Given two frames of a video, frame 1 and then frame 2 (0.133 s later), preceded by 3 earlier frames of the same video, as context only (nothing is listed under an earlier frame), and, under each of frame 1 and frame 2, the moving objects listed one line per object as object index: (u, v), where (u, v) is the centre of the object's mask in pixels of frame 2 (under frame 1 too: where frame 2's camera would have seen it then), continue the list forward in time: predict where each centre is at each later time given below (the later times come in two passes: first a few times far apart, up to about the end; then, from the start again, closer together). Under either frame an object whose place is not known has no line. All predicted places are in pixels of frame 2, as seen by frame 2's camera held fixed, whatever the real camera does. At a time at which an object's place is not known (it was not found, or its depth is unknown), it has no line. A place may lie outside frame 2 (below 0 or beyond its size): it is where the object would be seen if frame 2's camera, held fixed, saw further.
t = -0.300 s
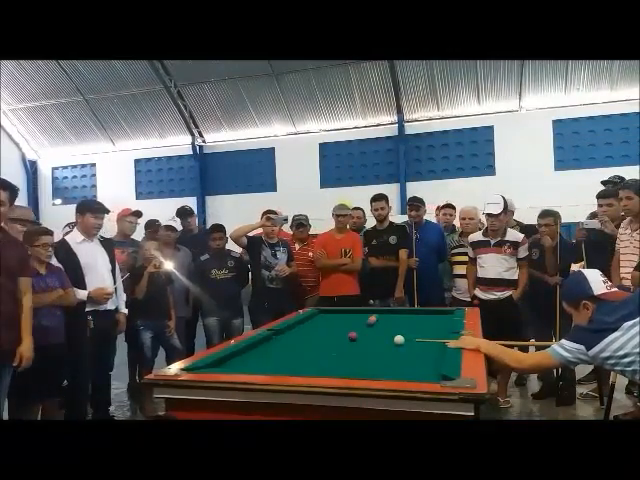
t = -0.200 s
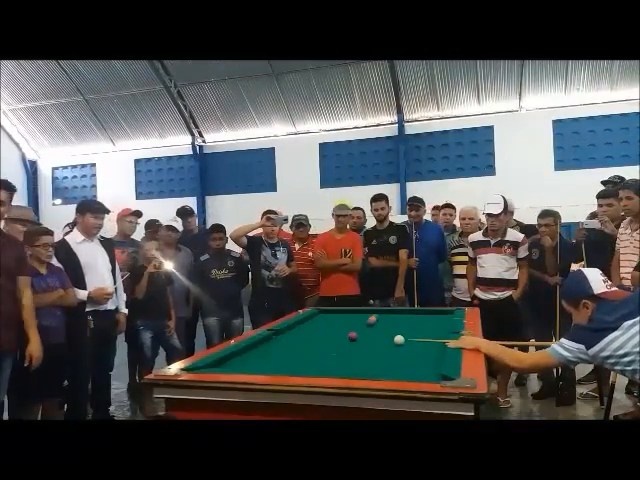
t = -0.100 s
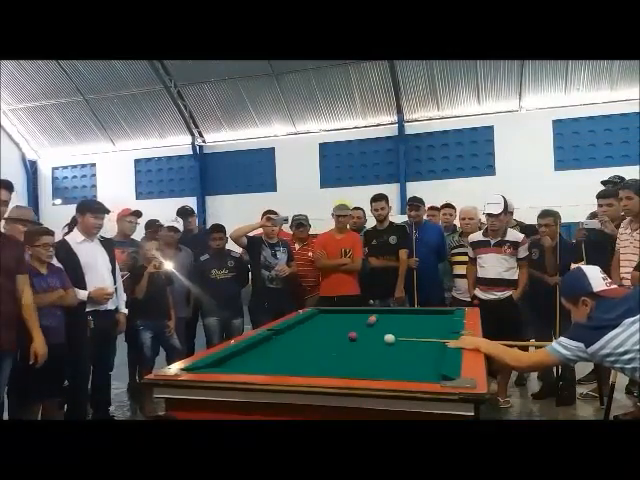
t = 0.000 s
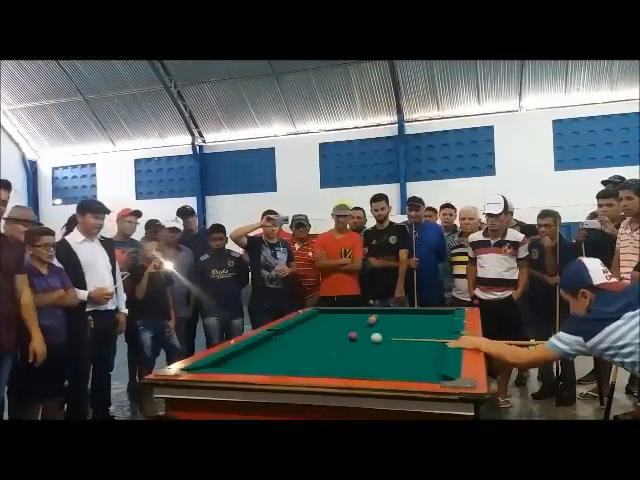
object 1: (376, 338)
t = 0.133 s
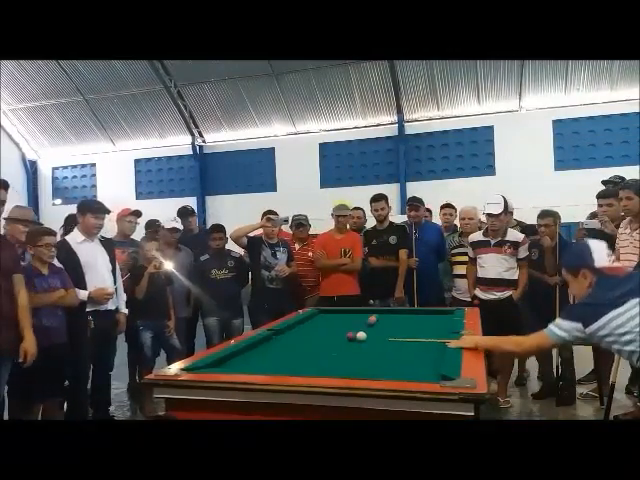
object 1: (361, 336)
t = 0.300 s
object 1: (356, 335)
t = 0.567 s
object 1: (350, 333)
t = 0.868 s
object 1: (343, 332)
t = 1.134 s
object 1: (339, 331)
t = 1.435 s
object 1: (334, 330)
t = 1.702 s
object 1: (331, 329)
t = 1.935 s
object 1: (330, 329)
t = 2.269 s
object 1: (327, 328)
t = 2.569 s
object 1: (327, 328)
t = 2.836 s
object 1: (326, 328)
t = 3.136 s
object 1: (326, 328)
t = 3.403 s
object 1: (326, 328)
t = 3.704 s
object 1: (326, 328)
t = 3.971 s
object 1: (326, 328)
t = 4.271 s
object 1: (326, 328)
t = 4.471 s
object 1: (326, 328)
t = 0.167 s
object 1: (361, 336)
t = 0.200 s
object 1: (360, 336)
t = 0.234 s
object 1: (359, 335)
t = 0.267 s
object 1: (358, 335)
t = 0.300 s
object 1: (356, 335)
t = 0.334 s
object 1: (356, 335)
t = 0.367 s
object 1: (354, 335)
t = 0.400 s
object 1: (354, 334)
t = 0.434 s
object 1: (353, 334)
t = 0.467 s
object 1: (352, 334)
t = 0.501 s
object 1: (351, 334)
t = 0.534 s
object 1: (351, 334)
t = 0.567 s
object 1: (350, 333)
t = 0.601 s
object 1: (349, 333)
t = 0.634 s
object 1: (348, 333)
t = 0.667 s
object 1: (348, 333)
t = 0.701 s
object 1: (346, 333)
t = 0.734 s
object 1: (346, 333)
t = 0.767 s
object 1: (345, 332)
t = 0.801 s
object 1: (345, 332)
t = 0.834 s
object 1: (344, 332)
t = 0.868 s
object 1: (343, 332)
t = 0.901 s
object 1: (343, 332)
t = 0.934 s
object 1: (342, 332)
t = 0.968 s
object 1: (342, 332)
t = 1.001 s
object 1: (341, 331)
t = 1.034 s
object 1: (340, 331)
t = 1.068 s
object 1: (340, 331)
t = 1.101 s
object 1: (339, 331)
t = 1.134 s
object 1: (339, 331)
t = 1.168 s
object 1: (338, 331)
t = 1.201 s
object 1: (338, 331)
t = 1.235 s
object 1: (337, 330)
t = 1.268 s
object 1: (337, 330)
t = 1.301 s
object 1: (336, 330)
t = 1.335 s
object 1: (336, 330)
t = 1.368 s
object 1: (335, 330)
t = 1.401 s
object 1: (335, 330)
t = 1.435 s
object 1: (334, 330)
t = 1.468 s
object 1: (334, 330)
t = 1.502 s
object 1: (334, 330)
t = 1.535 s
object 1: (333, 329)
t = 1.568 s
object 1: (333, 329)
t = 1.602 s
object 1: (333, 329)
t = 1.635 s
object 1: (332, 329)
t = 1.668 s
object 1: (332, 329)
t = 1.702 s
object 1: (331, 329)
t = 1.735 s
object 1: (331, 329)
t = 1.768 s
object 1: (331, 329)
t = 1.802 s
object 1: (330, 329)
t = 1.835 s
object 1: (330, 329)
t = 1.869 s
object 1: (330, 329)
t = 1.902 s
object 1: (330, 329)
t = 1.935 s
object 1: (330, 329)
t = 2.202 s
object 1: (328, 328)
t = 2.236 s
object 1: (327, 328)
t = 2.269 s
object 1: (327, 328)
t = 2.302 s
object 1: (327, 328)
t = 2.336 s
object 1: (327, 328)
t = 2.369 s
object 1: (327, 328)
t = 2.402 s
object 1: (327, 328)
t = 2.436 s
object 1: (327, 328)
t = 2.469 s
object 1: (327, 328)
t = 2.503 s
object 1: (327, 328)
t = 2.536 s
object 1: (327, 328)
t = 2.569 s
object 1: (327, 328)
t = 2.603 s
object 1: (327, 328)
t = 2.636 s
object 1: (327, 328)
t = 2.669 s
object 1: (327, 328)
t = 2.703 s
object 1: (327, 328)
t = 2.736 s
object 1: (327, 328)
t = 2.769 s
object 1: (327, 328)
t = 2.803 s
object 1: (326, 328)
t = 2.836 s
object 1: (326, 328)
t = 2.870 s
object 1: (326, 328)
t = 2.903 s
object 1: (326, 328)
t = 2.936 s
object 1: (326, 328)
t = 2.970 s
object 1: (327, 328)
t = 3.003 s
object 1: (326, 328)
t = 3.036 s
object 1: (327, 328)
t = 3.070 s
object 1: (327, 328)
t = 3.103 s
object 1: (326, 328)
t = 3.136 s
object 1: (326, 328)
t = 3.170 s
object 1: (326, 328)
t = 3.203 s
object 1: (326, 328)
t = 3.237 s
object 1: (326, 328)
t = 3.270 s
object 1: (326, 328)
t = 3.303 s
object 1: (326, 328)
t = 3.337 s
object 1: (326, 328)
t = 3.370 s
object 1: (326, 328)
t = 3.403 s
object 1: (326, 328)
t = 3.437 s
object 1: (326, 328)
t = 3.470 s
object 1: (326, 328)
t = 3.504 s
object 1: (326, 328)
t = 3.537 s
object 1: (326, 328)
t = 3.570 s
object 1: (326, 328)
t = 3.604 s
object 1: (326, 328)
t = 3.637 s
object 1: (326, 328)
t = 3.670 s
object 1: (326, 328)
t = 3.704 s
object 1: (326, 328)
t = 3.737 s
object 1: (326, 328)
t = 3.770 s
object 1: (326, 328)
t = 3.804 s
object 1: (326, 328)
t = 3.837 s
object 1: (326, 328)
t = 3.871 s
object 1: (326, 328)
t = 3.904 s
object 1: (326, 328)
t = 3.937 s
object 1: (326, 328)
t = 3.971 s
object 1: (326, 328)
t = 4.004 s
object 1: (326, 328)
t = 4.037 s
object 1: (326, 328)
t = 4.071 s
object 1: (326, 328)
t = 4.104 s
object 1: (326, 328)
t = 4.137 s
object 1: (326, 328)
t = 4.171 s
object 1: (326, 328)
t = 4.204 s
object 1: (326, 328)
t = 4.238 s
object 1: (326, 328)
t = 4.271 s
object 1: (326, 328)
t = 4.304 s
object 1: (326, 328)
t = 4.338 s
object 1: (326, 328)
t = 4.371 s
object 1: (326, 328)
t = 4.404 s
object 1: (326, 328)
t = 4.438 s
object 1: (326, 328)
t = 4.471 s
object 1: (326, 328)
